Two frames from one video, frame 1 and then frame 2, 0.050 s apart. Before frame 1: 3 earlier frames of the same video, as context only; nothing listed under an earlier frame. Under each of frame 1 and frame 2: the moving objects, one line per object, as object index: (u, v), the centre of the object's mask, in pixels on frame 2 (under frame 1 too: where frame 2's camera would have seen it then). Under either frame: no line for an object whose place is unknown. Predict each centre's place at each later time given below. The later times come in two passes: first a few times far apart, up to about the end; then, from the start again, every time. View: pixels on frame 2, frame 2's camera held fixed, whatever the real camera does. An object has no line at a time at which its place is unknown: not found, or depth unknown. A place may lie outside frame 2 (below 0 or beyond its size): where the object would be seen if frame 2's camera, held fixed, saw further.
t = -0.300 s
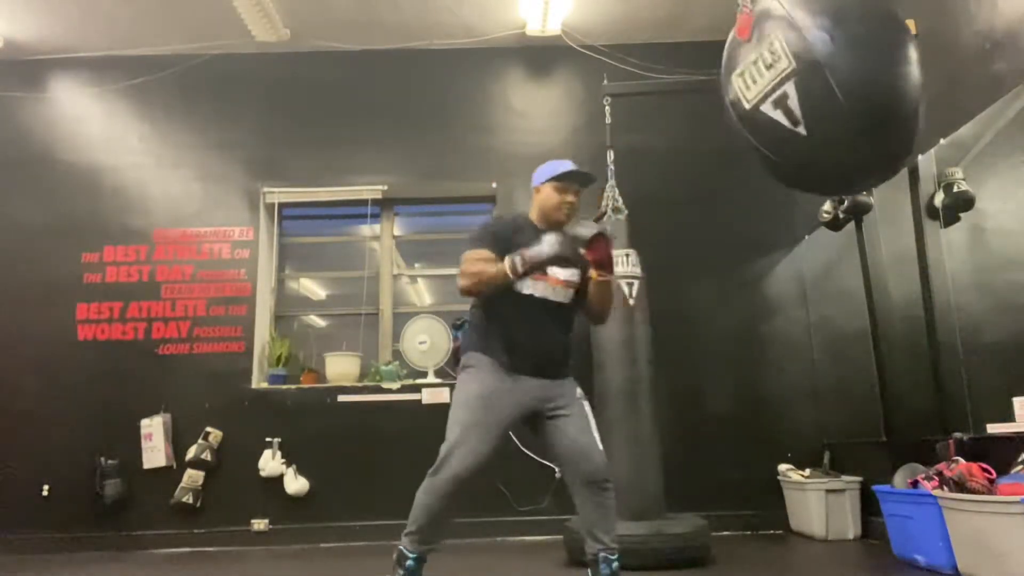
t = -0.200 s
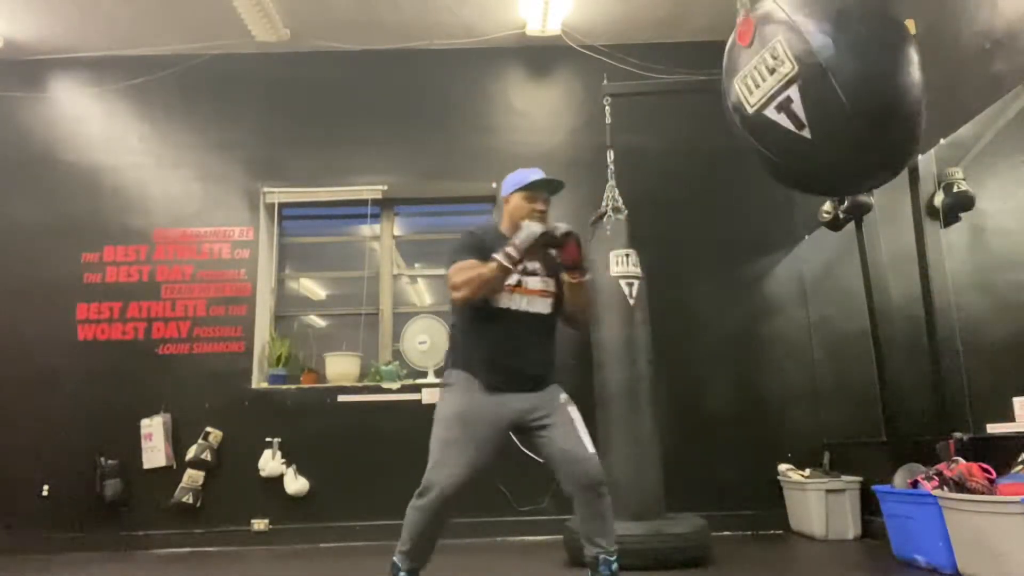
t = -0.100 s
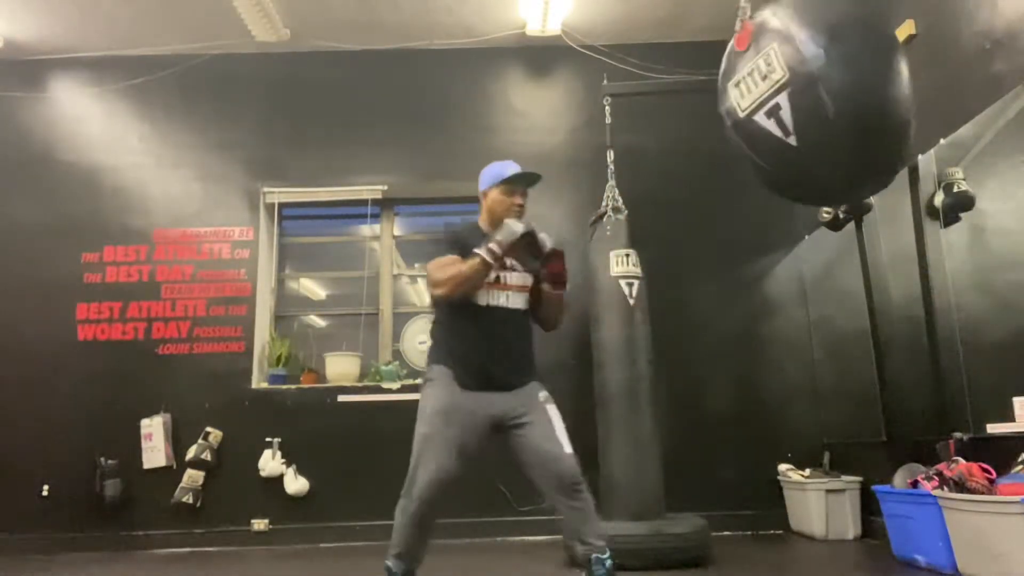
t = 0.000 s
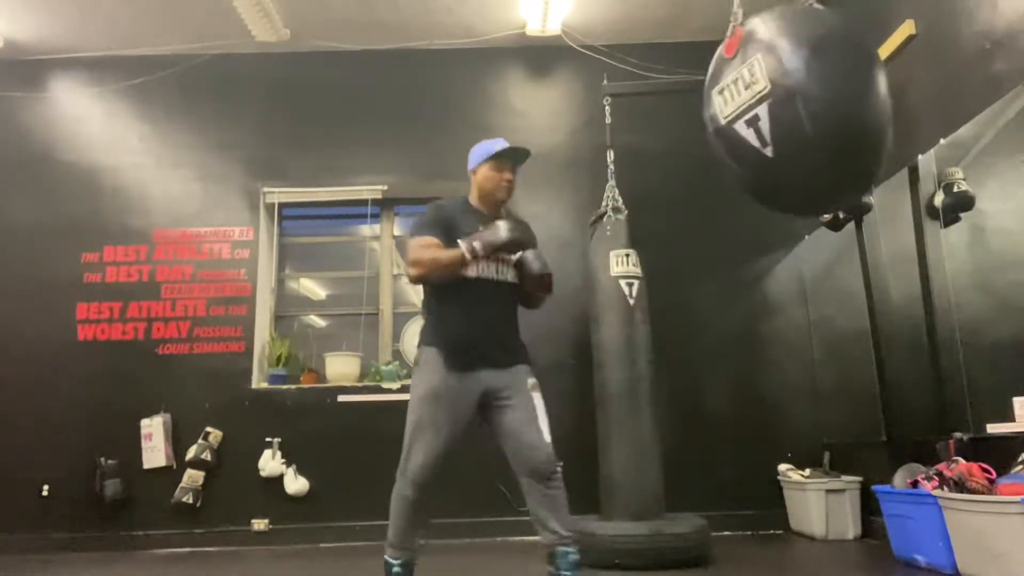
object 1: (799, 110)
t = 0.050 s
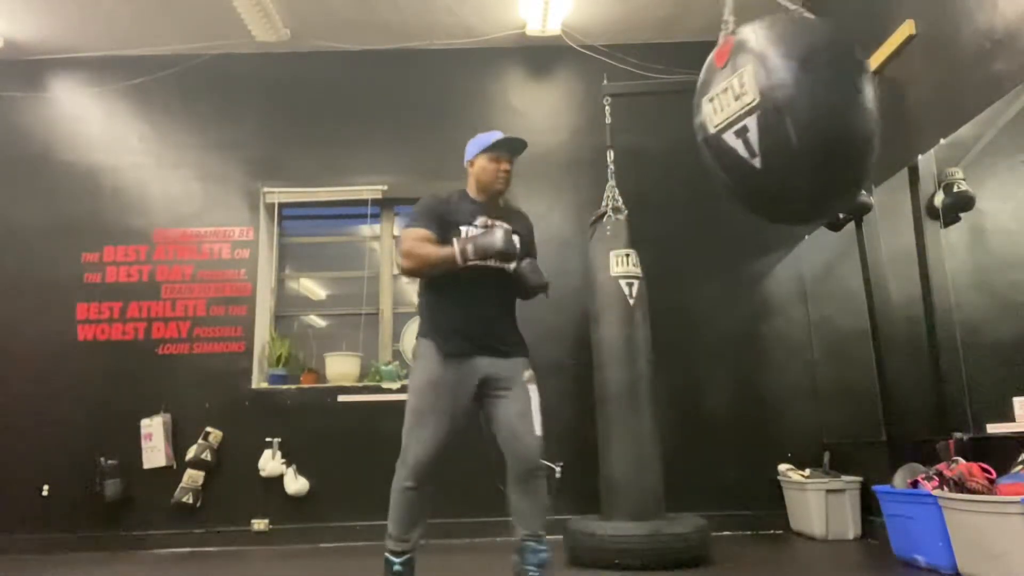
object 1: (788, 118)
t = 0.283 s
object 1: (717, 144)
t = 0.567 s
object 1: (638, 155)
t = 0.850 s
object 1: (604, 151)
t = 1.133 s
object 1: (629, 147)
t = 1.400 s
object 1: (701, 132)
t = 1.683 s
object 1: (792, 101)
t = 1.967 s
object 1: (825, 93)
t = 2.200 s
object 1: (796, 113)
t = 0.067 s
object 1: (783, 121)
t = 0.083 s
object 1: (779, 123)
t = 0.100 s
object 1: (774, 125)
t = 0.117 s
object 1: (768, 127)
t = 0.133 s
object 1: (763, 128)
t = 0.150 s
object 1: (758, 130)
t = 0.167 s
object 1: (752, 131)
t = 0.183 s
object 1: (747, 134)
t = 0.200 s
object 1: (742, 136)
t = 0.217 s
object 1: (737, 137)
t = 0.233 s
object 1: (733, 139)
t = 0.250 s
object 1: (727, 141)
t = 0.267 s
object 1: (722, 143)
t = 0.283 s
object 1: (717, 144)
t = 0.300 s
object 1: (712, 146)
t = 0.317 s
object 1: (704, 149)
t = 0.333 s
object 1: (699, 150)
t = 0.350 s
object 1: (696, 150)
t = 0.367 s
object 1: (691, 149)
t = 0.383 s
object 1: (686, 152)
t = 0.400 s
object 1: (681, 152)
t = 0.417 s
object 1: (677, 152)
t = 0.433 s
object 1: (672, 154)
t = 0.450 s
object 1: (667, 154)
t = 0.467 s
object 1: (662, 156)
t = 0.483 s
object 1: (658, 157)
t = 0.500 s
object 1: (653, 157)
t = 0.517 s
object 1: (649, 157)
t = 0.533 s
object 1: (645, 156)
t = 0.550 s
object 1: (641, 155)
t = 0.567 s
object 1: (638, 155)
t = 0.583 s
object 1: (634, 155)
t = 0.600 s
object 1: (631, 155)
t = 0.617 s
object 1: (628, 155)
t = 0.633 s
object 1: (625, 155)
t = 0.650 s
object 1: (622, 155)
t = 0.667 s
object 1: (619, 155)
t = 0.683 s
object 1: (617, 155)
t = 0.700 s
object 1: (615, 154)
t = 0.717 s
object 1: (613, 153)
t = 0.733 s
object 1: (611, 152)
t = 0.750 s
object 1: (610, 152)
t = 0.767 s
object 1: (609, 151)
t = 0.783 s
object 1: (608, 152)
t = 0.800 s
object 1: (607, 152)
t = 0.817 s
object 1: (606, 152)
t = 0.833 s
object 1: (605, 151)
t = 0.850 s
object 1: (604, 151)
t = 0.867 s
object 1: (604, 151)
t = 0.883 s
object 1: (604, 150)
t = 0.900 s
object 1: (604, 150)
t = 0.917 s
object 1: (604, 150)
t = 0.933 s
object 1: (604, 150)
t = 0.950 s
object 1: (605, 149)
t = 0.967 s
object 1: (606, 149)
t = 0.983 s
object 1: (608, 149)
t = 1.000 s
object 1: (609, 148)
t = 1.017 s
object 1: (610, 148)
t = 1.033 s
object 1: (613, 148)
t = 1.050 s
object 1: (615, 149)
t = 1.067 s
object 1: (618, 149)
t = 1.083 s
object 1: (620, 149)
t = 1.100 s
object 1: (623, 149)
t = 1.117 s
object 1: (626, 148)
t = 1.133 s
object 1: (629, 147)
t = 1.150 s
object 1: (633, 146)
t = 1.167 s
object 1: (636, 146)
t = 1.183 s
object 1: (639, 145)
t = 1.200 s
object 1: (644, 144)
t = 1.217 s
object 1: (648, 144)
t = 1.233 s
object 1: (652, 144)
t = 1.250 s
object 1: (656, 143)
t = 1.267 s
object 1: (661, 142)
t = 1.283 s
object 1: (666, 142)
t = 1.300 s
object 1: (671, 140)
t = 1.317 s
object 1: (676, 139)
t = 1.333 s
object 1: (681, 137)
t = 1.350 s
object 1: (685, 134)
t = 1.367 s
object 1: (691, 134)
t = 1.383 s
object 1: (696, 133)
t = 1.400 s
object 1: (701, 132)
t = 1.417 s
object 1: (708, 129)
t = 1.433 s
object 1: (713, 127)
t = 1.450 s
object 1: (718, 126)
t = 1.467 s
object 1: (724, 125)
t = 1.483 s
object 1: (730, 123)
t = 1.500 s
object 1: (735, 122)
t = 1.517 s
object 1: (741, 120)
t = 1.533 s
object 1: (747, 118)
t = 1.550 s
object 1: (752, 115)
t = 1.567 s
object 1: (758, 114)
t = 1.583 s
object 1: (763, 111)
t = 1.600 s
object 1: (769, 110)
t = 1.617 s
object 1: (774, 108)
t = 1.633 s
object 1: (779, 106)
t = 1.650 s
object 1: (783, 103)
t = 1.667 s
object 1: (788, 102)
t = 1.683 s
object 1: (792, 101)
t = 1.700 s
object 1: (797, 100)
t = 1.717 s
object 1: (800, 98)
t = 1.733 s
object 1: (803, 97)
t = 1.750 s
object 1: (807, 96)
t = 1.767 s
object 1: (810, 95)
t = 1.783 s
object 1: (813, 95)
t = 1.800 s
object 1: (815, 94)
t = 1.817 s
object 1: (817, 94)
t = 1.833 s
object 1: (820, 93)
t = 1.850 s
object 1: (821, 93)
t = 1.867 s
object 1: (823, 93)
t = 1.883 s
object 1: (824, 93)
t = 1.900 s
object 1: (825, 93)
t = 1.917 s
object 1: (825, 93)
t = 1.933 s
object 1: (825, 93)
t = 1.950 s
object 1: (825, 93)
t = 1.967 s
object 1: (825, 93)
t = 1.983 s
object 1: (825, 94)
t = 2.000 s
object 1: (824, 95)
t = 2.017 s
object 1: (824, 95)
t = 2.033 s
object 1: (823, 96)
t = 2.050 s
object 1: (822, 98)
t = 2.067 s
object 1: (819, 99)
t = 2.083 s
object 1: (817, 104)
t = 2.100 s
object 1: (815, 107)
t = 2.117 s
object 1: (813, 102)
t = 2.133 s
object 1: (809, 104)
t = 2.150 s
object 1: (806, 106)
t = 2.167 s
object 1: (803, 108)
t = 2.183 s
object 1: (799, 110)
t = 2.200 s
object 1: (796, 113)
